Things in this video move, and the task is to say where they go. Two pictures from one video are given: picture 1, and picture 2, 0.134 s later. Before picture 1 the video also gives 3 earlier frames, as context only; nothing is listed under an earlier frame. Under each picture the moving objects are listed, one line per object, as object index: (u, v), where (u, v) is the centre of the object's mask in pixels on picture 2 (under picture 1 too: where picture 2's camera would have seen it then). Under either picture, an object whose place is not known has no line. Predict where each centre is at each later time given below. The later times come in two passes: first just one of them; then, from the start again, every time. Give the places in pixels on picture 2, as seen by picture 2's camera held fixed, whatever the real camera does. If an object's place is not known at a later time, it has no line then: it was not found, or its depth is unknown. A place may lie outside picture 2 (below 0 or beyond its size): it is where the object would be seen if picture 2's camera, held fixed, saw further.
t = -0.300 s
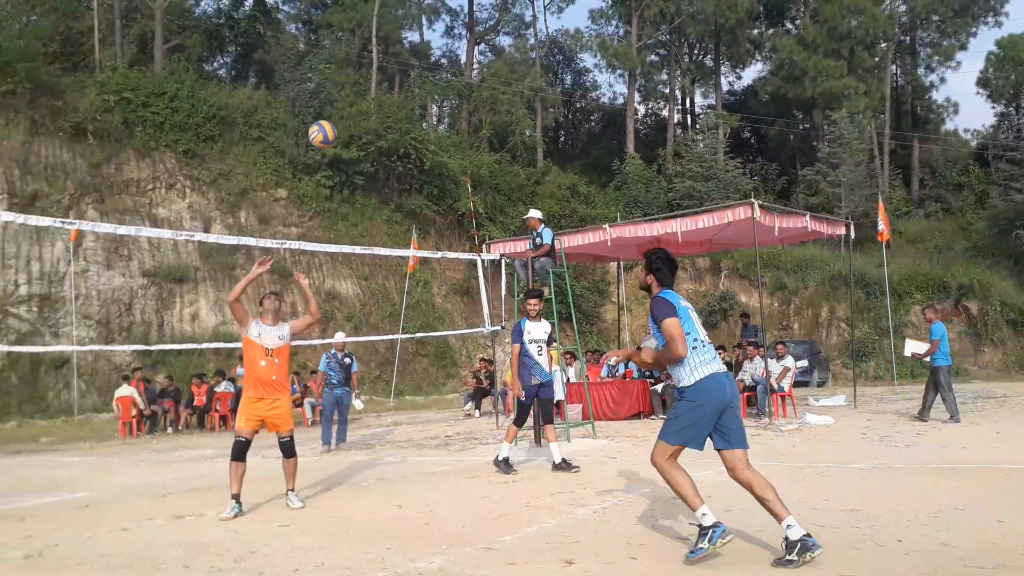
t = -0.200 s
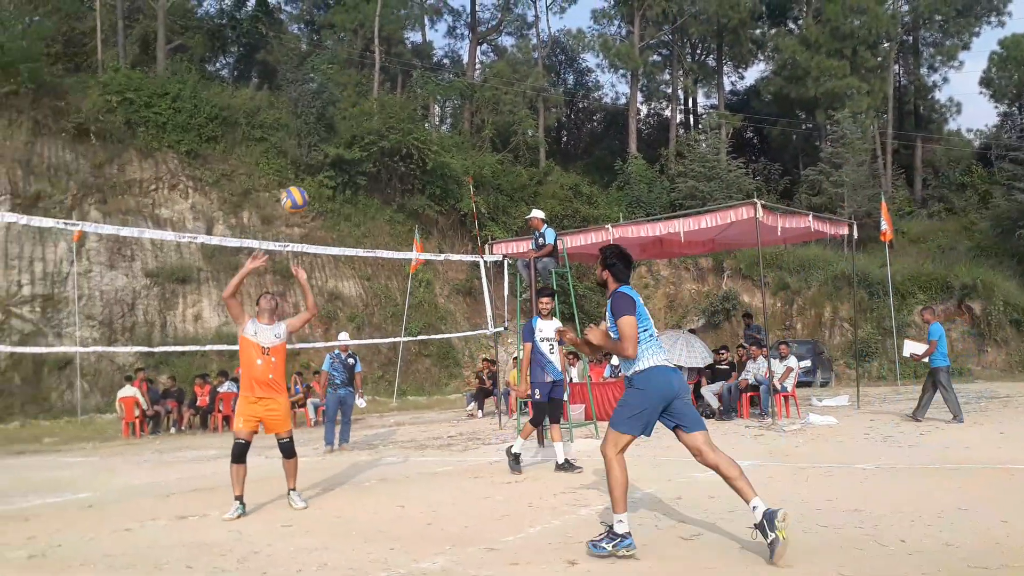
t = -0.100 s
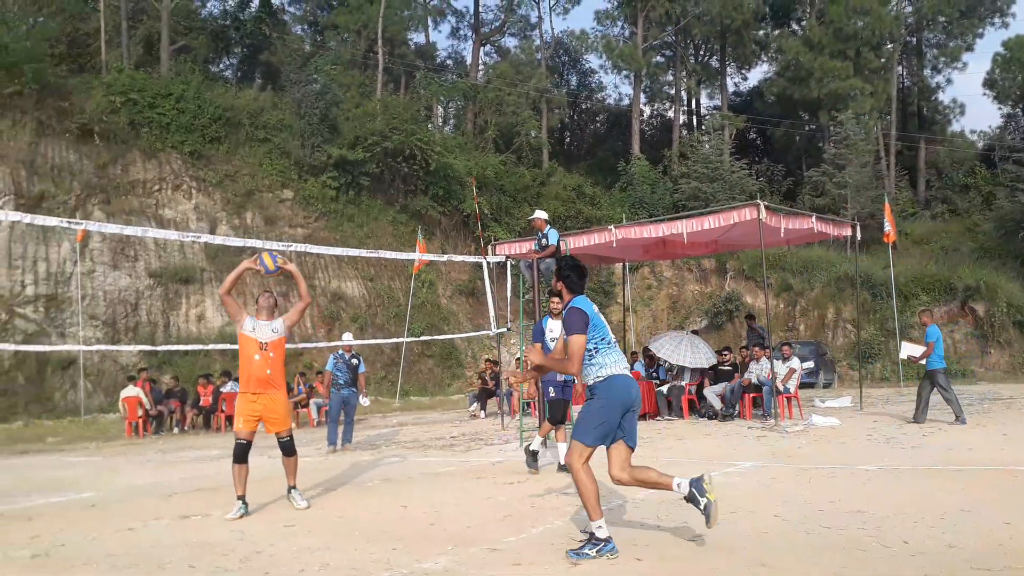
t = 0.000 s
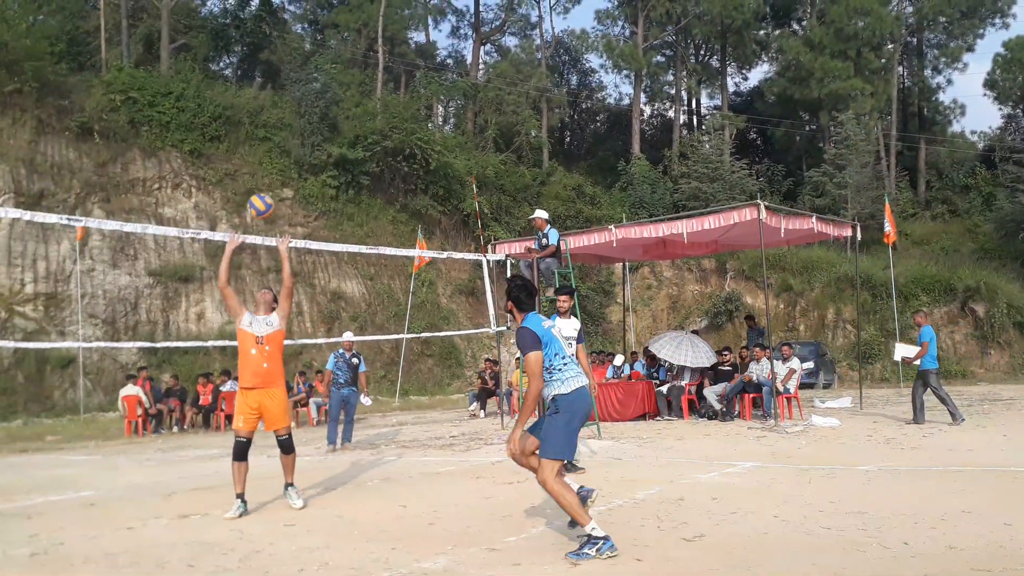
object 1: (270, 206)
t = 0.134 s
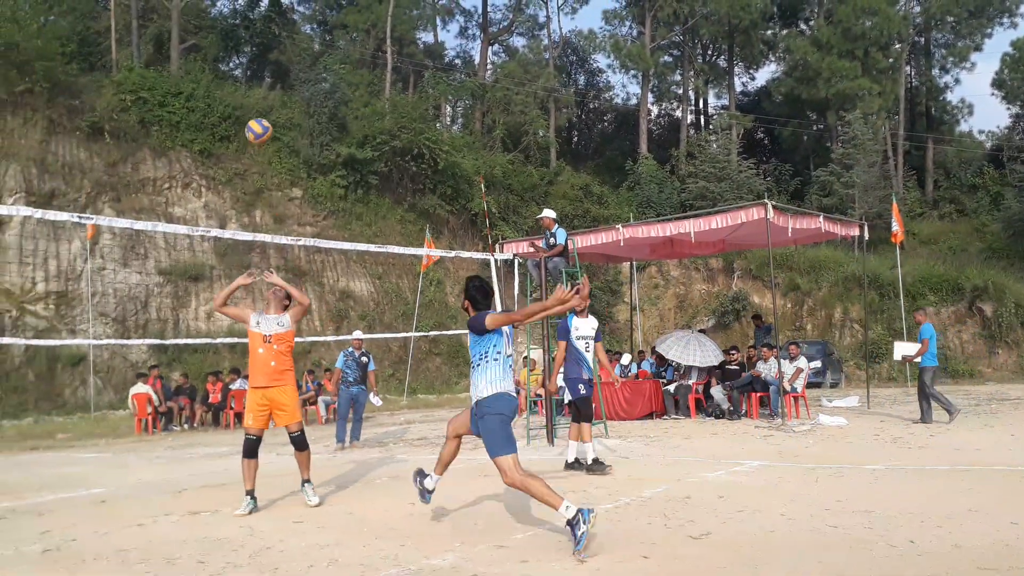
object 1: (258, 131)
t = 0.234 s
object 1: (253, 88)
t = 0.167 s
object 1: (256, 115)
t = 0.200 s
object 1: (254, 102)
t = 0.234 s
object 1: (253, 88)
